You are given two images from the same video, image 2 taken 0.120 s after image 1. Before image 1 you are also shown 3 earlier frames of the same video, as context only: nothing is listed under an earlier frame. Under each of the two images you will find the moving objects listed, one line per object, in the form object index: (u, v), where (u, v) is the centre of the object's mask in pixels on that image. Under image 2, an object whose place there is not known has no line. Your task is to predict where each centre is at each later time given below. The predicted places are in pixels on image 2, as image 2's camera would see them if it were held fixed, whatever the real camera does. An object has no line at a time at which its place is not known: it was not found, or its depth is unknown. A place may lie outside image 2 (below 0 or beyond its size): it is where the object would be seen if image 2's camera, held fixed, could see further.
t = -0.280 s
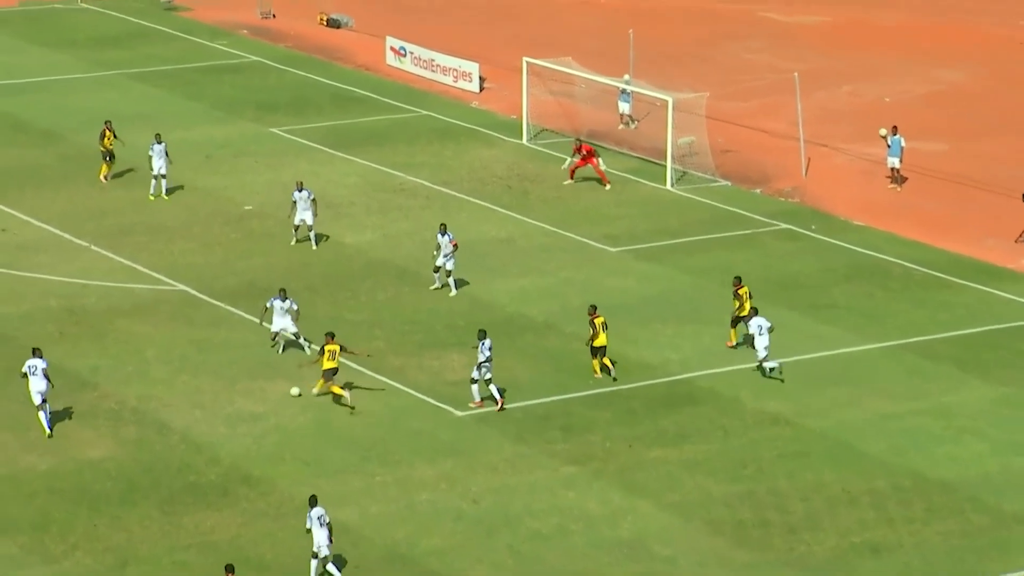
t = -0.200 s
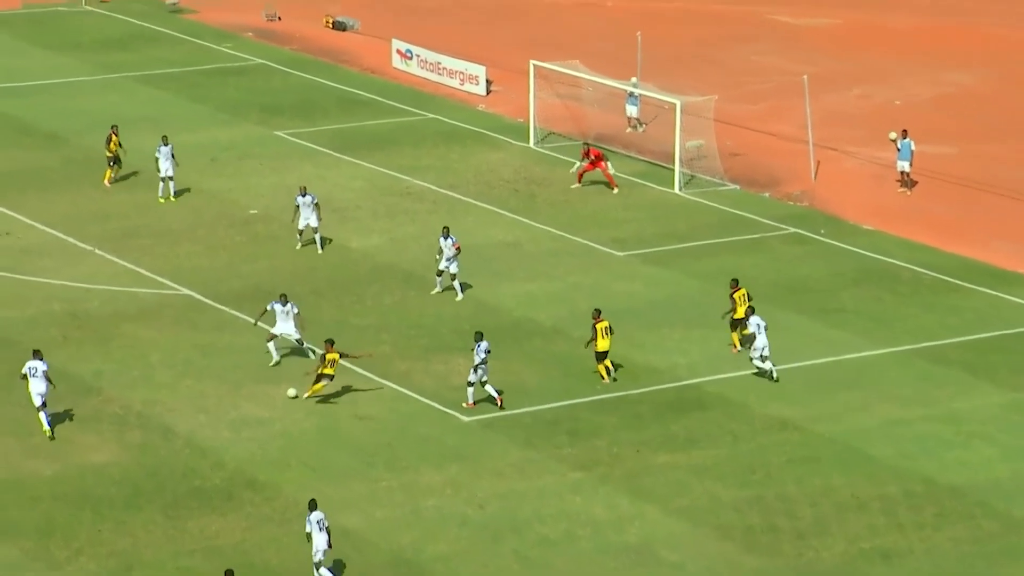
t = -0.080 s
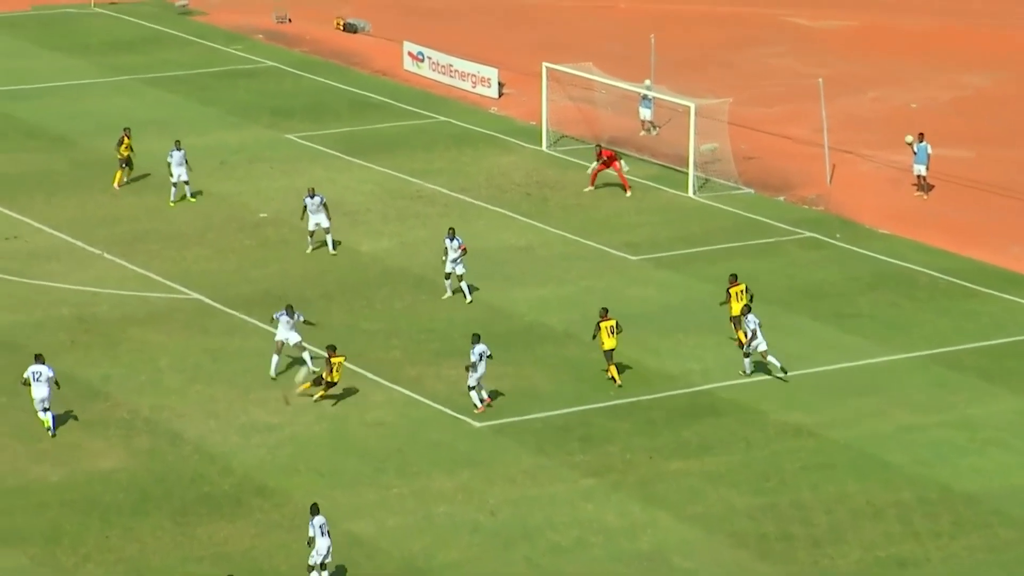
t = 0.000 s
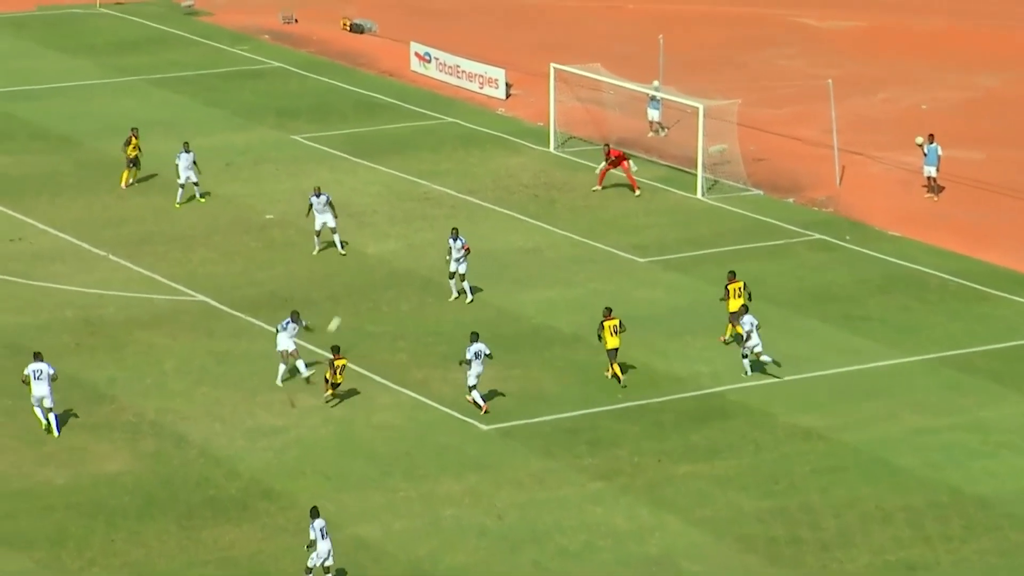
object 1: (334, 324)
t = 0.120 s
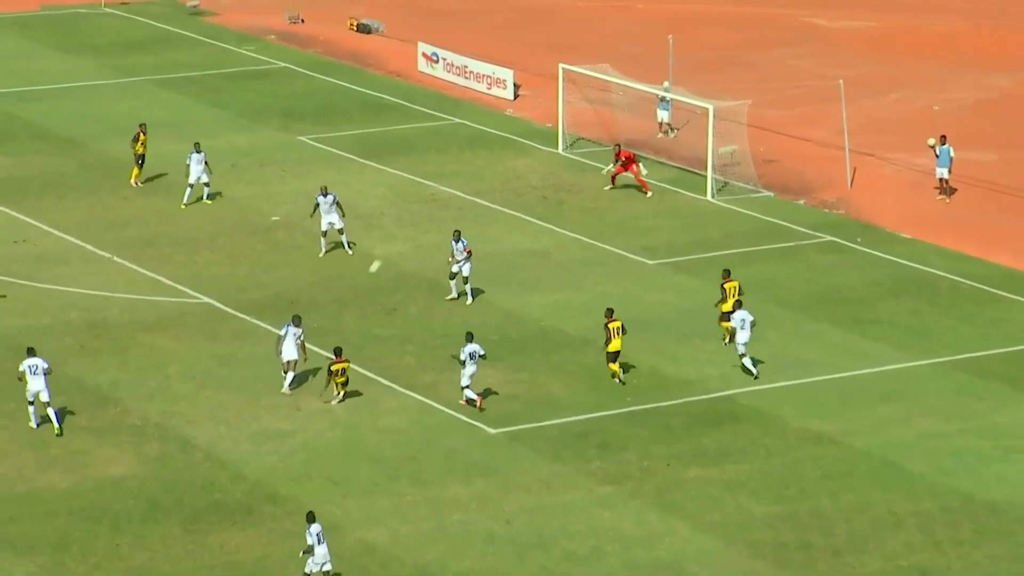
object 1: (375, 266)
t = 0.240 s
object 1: (408, 224)
